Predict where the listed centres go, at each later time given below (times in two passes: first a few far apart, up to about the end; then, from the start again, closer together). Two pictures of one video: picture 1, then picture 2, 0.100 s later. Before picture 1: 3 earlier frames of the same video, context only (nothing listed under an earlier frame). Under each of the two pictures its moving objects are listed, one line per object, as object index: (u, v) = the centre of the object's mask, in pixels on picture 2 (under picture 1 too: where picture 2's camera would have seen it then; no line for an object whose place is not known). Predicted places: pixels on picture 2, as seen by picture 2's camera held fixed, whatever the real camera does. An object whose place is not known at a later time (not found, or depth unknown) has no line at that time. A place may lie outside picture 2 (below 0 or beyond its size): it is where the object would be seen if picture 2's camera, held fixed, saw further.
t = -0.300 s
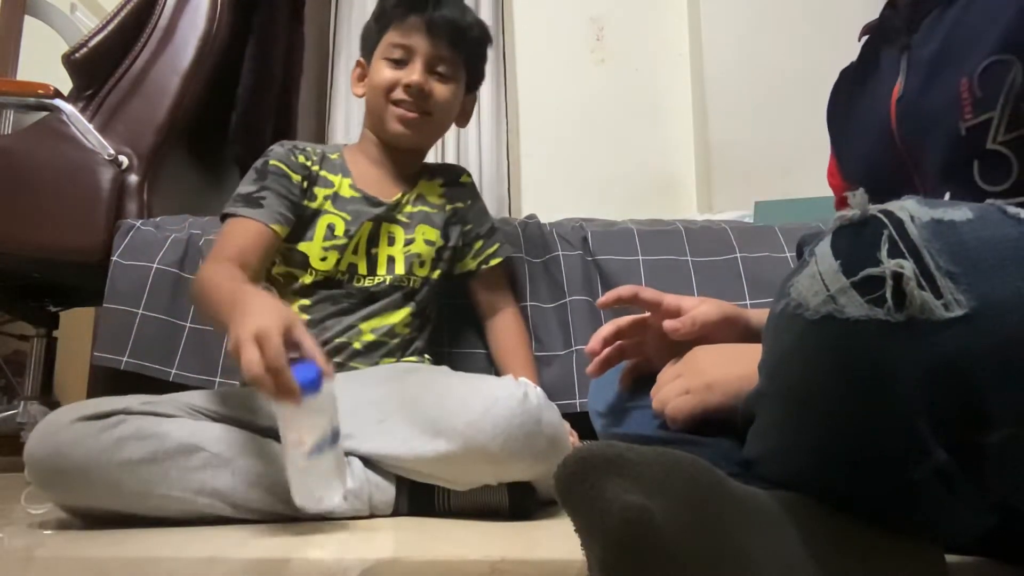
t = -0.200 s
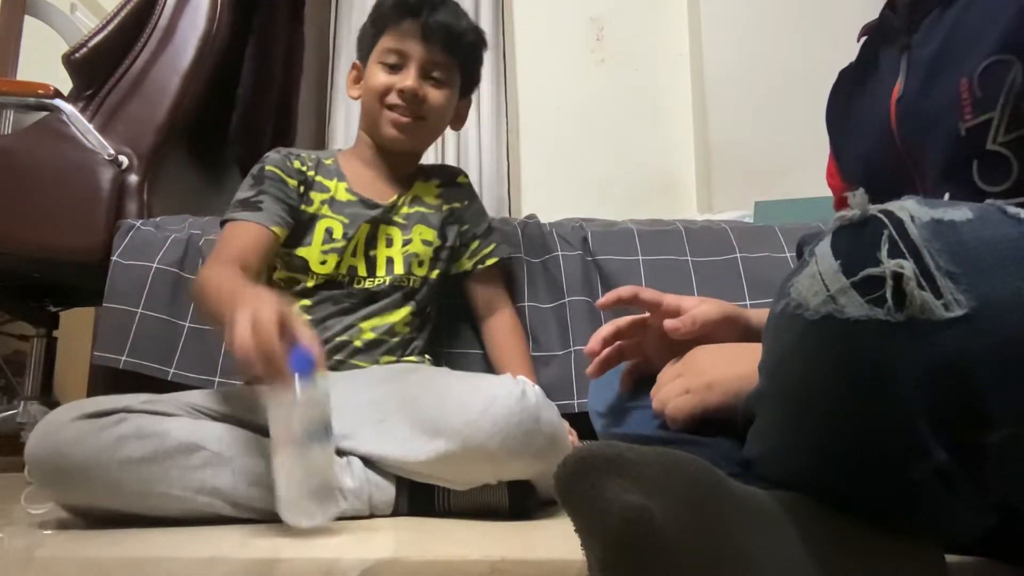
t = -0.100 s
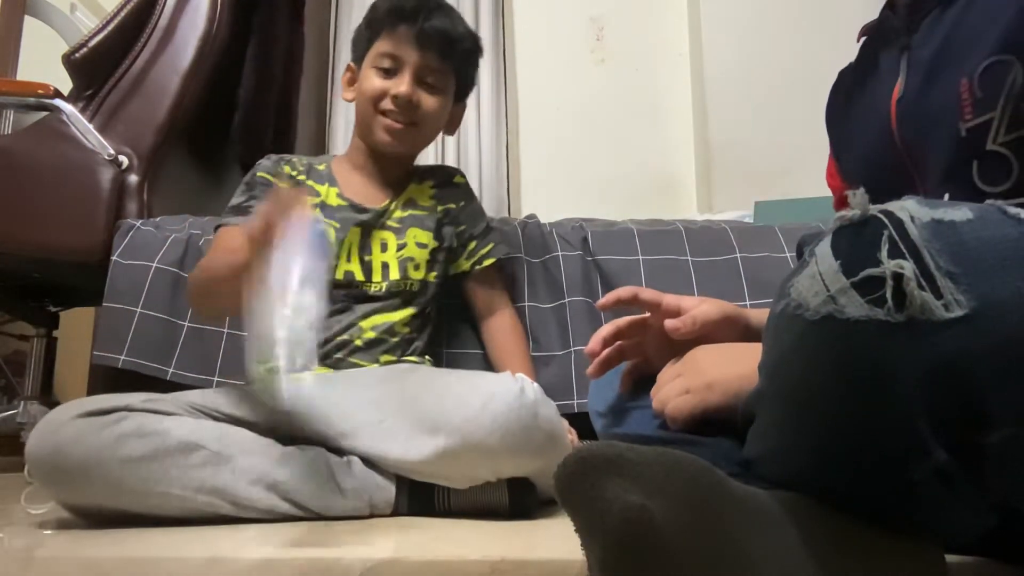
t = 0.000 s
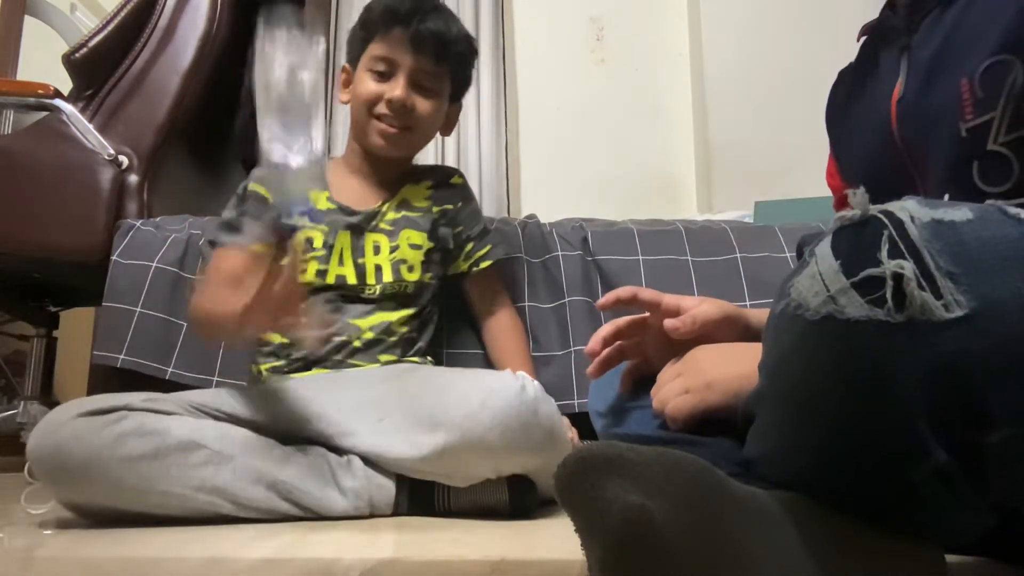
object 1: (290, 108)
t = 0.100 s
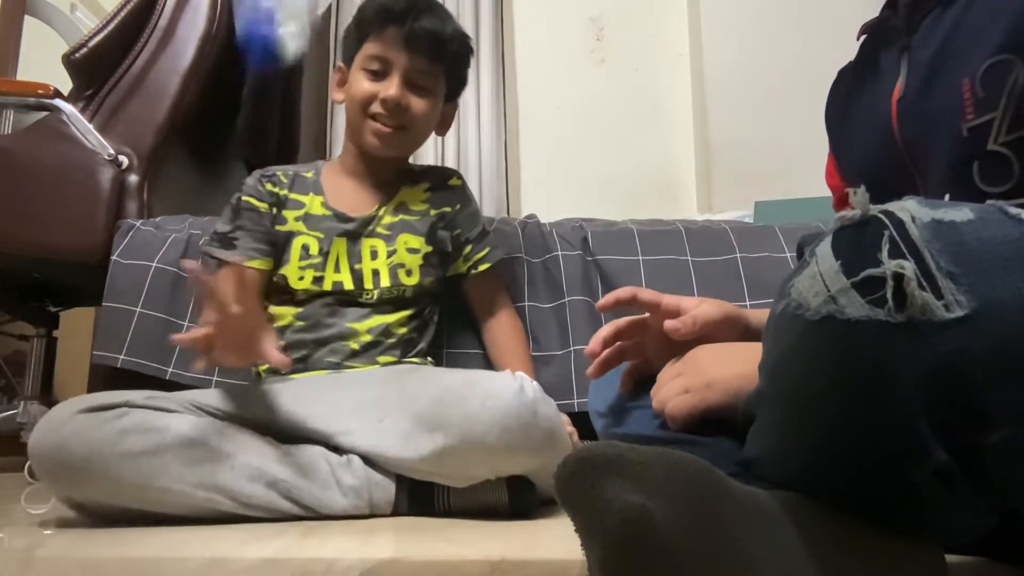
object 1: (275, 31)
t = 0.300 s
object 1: (263, 139)
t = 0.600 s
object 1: (213, 469)
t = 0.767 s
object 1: (179, 544)
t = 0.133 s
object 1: (288, 14)
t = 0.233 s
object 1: (280, 63)
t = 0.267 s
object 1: (271, 93)
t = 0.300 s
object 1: (263, 139)
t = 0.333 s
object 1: (258, 221)
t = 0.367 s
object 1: (249, 326)
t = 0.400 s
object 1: (238, 456)
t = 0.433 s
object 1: (235, 458)
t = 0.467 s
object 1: (232, 461)
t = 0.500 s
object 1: (229, 462)
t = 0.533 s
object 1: (226, 462)
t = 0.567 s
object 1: (221, 464)
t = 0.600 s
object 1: (213, 469)
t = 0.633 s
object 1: (202, 484)
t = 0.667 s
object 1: (182, 517)
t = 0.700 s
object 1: (184, 543)
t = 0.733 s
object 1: (182, 544)
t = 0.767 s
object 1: (179, 544)
